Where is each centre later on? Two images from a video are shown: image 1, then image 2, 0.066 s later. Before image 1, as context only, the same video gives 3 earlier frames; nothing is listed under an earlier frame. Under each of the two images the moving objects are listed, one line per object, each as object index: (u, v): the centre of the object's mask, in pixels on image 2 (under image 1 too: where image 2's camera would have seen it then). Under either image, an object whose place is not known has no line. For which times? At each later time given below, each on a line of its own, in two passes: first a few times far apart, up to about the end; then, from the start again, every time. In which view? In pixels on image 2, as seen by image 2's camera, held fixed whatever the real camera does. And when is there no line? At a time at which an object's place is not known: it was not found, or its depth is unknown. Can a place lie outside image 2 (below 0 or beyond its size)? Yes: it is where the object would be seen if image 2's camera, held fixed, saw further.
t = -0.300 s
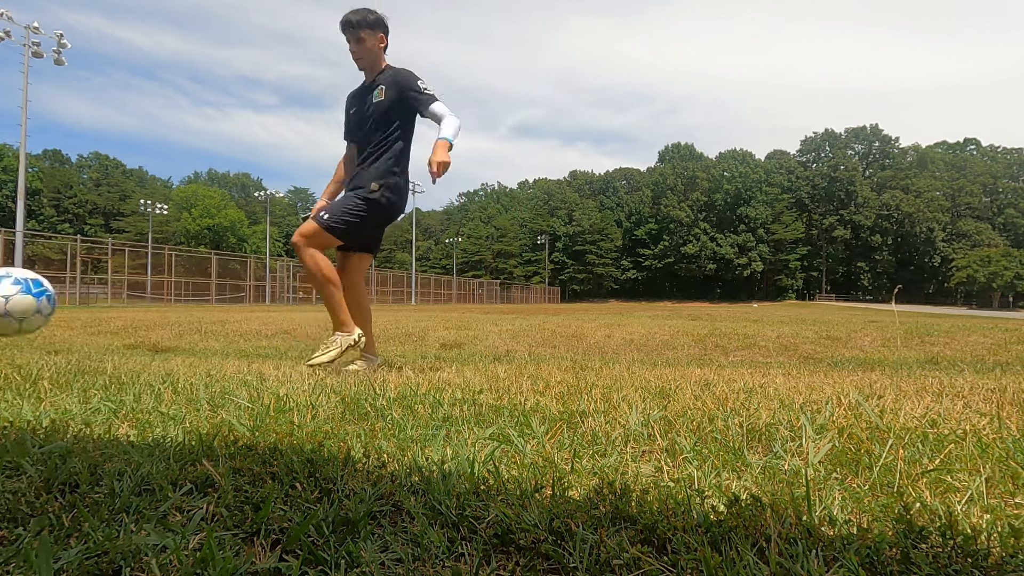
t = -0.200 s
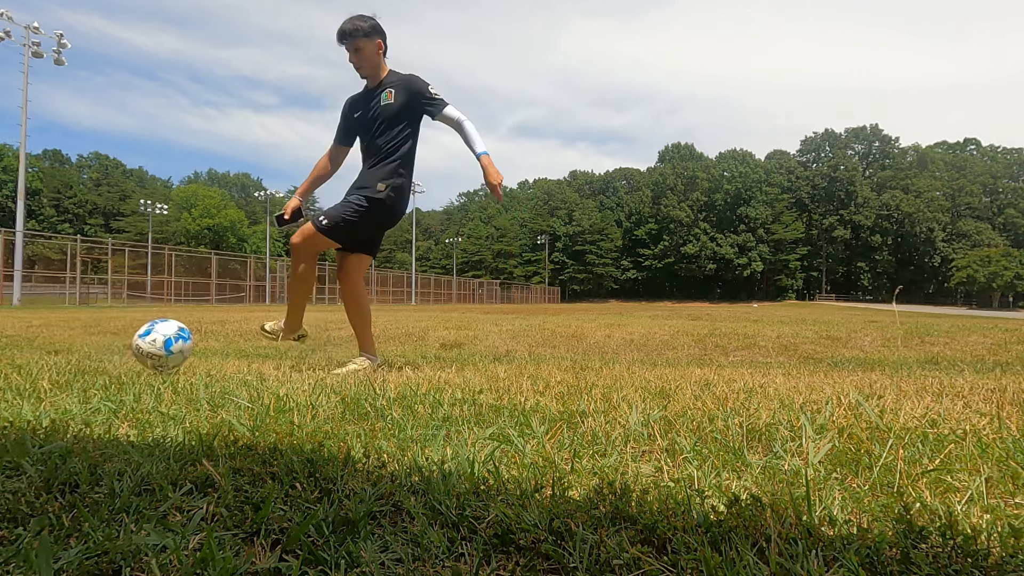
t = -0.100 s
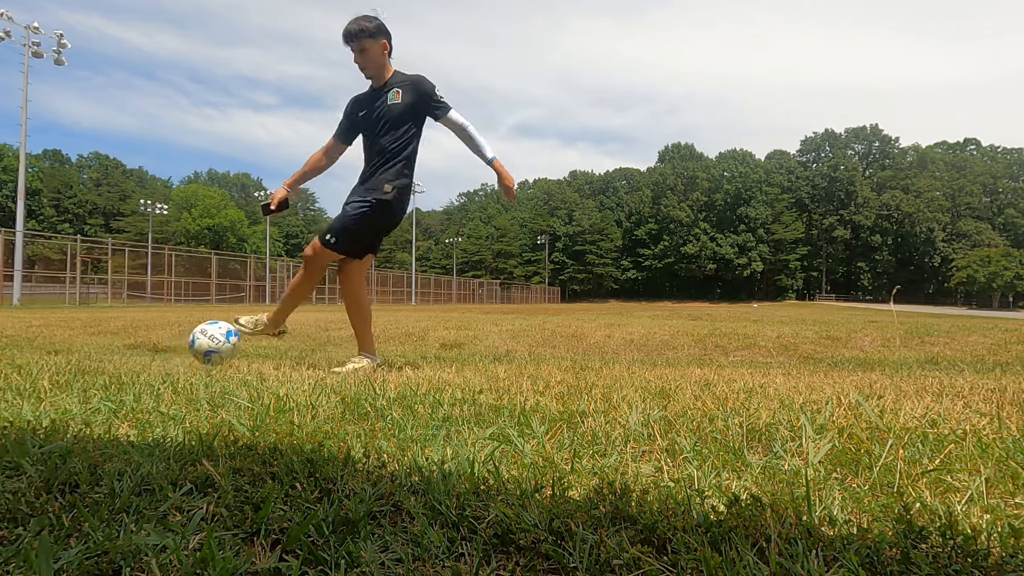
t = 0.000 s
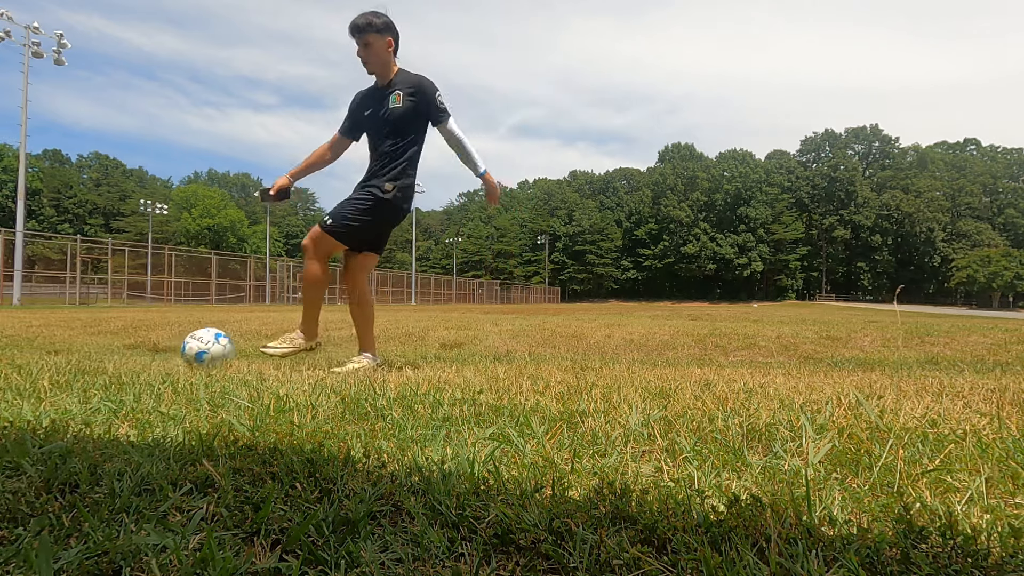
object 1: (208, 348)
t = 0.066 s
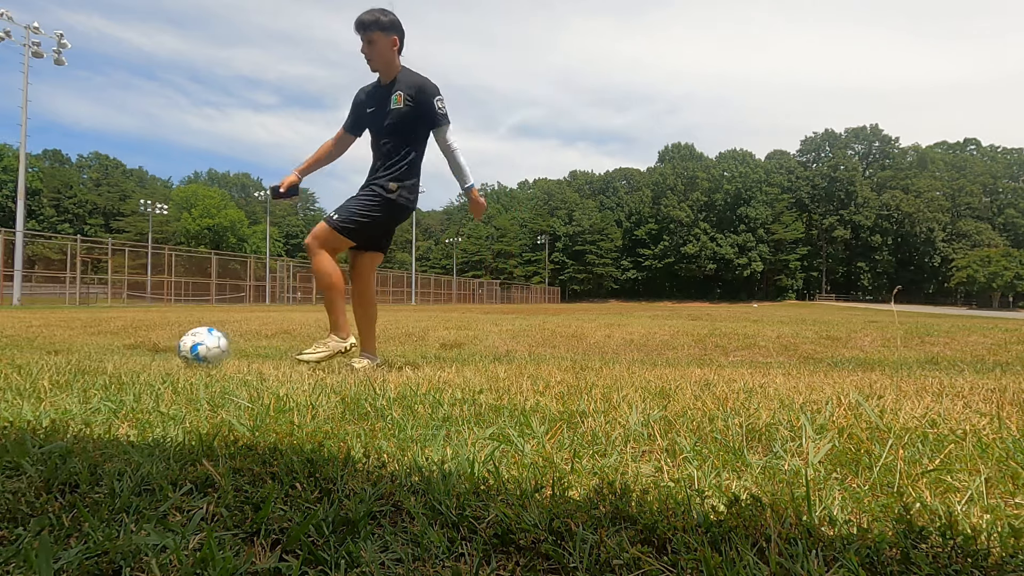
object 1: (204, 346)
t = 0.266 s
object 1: (194, 348)
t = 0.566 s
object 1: (182, 346)
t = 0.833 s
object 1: (177, 347)
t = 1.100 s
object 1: (174, 347)
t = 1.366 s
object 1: (168, 346)
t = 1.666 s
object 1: (159, 346)
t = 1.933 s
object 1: (159, 346)
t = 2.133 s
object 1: (159, 346)
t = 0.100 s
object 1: (201, 347)
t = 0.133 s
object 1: (200, 347)
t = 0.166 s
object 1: (198, 347)
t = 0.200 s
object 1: (196, 347)
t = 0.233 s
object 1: (195, 347)
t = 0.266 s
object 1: (194, 348)
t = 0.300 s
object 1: (192, 347)
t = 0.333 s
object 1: (191, 347)
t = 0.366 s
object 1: (189, 347)
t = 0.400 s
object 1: (188, 347)
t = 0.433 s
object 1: (187, 347)
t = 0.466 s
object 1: (185, 347)
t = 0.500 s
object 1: (184, 347)
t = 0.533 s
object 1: (183, 347)
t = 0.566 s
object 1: (182, 346)
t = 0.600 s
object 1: (181, 346)
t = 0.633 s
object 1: (180, 347)
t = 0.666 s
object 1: (180, 347)
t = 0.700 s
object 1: (179, 348)
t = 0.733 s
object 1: (179, 348)
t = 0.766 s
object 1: (178, 347)
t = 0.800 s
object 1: (178, 347)
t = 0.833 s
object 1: (177, 347)
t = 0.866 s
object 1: (177, 348)
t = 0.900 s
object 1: (176, 348)
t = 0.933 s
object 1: (176, 348)
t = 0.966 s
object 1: (175, 348)
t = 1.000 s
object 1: (175, 347)
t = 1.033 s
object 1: (175, 347)
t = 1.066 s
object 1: (174, 347)
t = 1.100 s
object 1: (174, 347)
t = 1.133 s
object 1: (173, 347)
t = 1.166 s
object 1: (173, 347)
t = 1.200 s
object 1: (172, 347)
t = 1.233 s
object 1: (171, 347)
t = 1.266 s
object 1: (171, 347)
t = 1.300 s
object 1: (170, 347)
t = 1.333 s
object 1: (169, 346)
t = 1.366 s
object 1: (168, 346)
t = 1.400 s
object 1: (167, 346)
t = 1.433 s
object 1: (166, 346)
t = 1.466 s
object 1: (165, 346)
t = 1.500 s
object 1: (164, 346)
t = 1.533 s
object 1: (163, 346)
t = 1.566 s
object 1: (162, 347)
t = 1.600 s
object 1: (161, 346)
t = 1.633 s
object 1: (160, 346)
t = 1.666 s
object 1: (159, 346)
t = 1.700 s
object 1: (159, 346)
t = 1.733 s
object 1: (159, 346)
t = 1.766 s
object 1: (159, 346)
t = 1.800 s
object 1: (159, 346)
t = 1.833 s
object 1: (159, 346)
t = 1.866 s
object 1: (159, 346)
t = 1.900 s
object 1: (158, 346)
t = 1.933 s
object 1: (159, 346)
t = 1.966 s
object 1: (159, 346)
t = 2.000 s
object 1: (159, 346)
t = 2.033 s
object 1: (159, 346)
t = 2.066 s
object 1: (159, 346)
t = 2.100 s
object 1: (159, 346)
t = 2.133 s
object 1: (159, 346)
